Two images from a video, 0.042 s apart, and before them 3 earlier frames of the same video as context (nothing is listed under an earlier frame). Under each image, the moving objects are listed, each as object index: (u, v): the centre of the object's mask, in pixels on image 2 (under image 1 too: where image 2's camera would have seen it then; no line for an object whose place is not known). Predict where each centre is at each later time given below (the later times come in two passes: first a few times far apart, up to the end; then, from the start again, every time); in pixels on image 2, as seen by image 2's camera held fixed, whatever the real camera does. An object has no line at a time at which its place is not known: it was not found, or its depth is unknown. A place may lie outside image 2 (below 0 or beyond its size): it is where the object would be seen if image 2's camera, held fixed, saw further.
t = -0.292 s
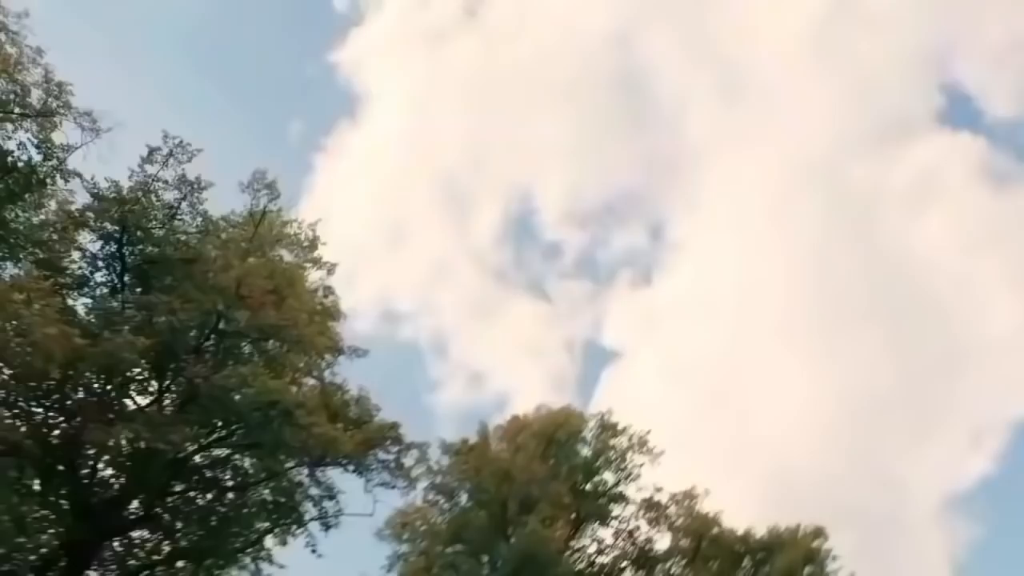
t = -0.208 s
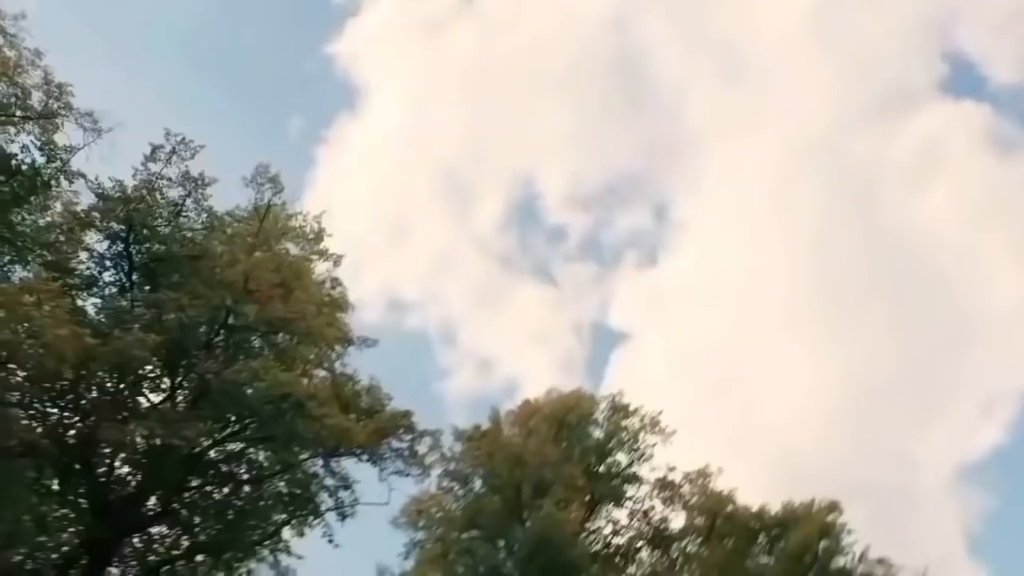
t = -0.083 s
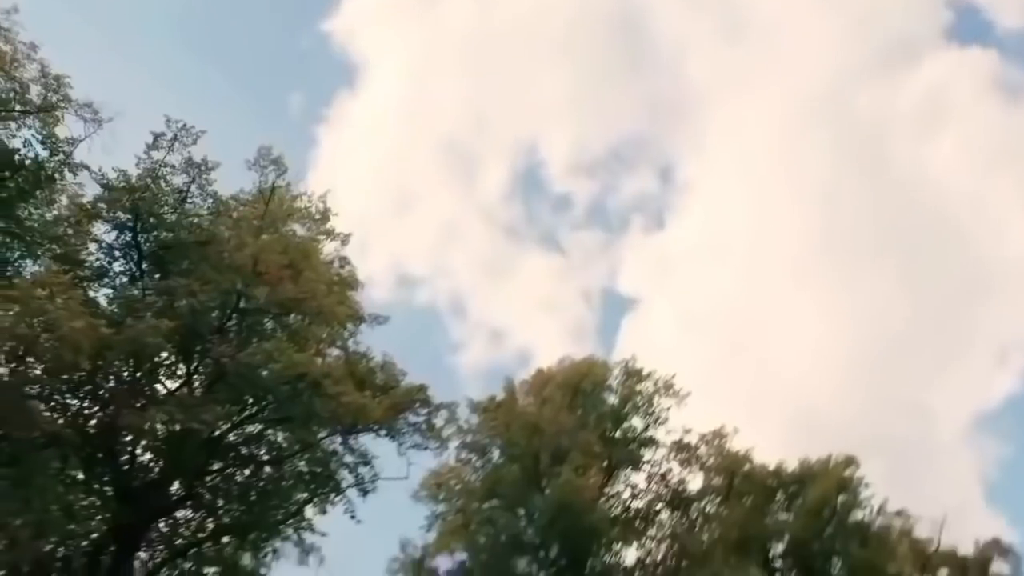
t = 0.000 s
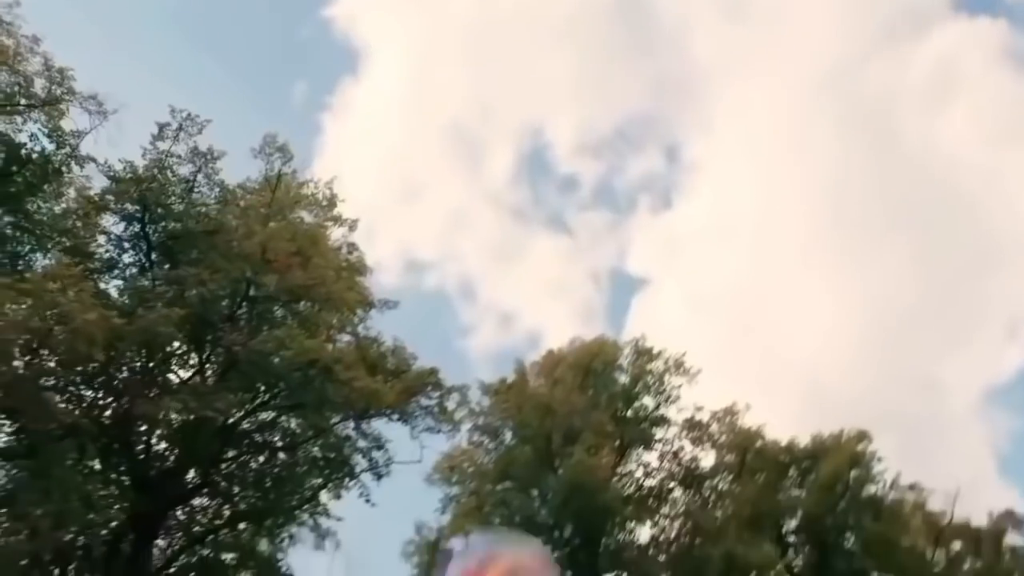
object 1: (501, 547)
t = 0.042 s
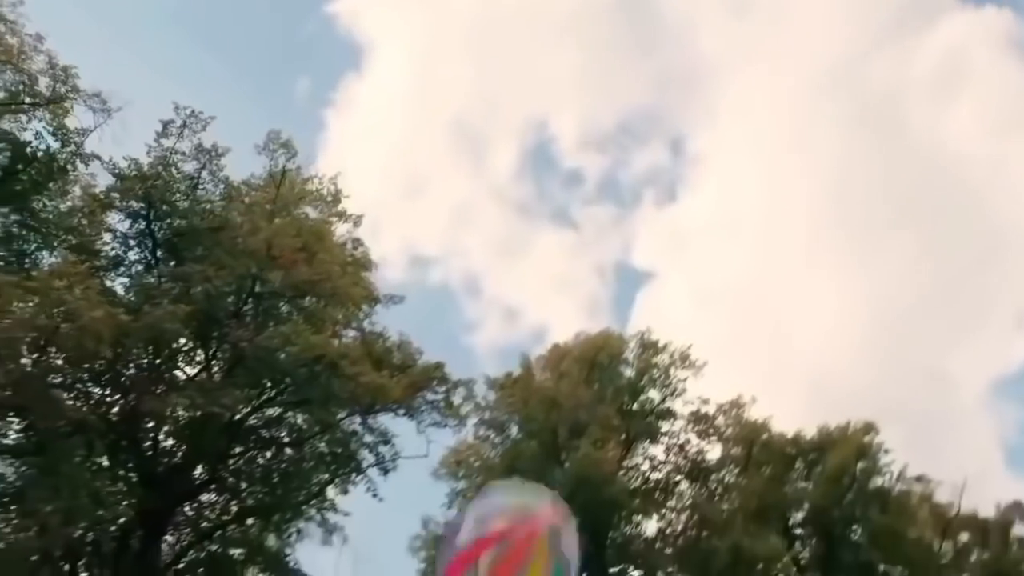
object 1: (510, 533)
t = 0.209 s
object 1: (547, 418)
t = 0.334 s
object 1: (580, 338)
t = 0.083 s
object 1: (518, 515)
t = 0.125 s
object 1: (526, 481)
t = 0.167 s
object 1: (535, 448)
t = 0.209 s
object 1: (547, 418)
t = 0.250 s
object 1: (557, 390)
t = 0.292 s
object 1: (567, 365)
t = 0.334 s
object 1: (580, 338)
